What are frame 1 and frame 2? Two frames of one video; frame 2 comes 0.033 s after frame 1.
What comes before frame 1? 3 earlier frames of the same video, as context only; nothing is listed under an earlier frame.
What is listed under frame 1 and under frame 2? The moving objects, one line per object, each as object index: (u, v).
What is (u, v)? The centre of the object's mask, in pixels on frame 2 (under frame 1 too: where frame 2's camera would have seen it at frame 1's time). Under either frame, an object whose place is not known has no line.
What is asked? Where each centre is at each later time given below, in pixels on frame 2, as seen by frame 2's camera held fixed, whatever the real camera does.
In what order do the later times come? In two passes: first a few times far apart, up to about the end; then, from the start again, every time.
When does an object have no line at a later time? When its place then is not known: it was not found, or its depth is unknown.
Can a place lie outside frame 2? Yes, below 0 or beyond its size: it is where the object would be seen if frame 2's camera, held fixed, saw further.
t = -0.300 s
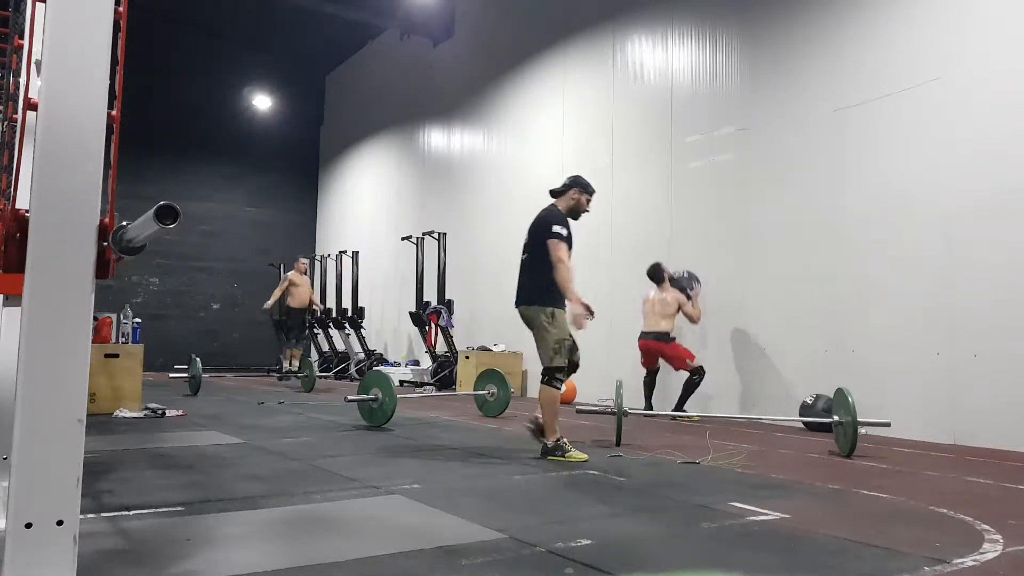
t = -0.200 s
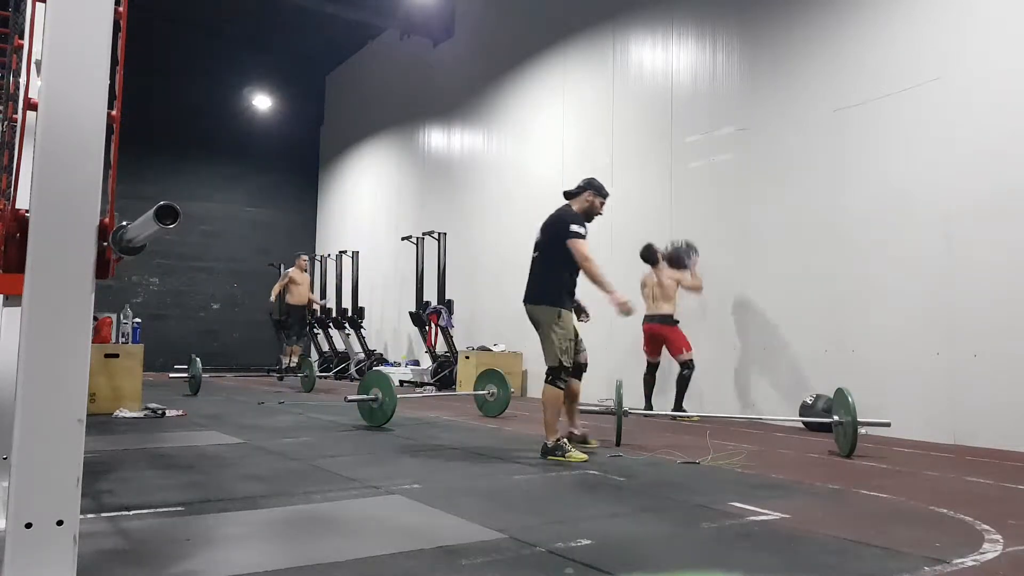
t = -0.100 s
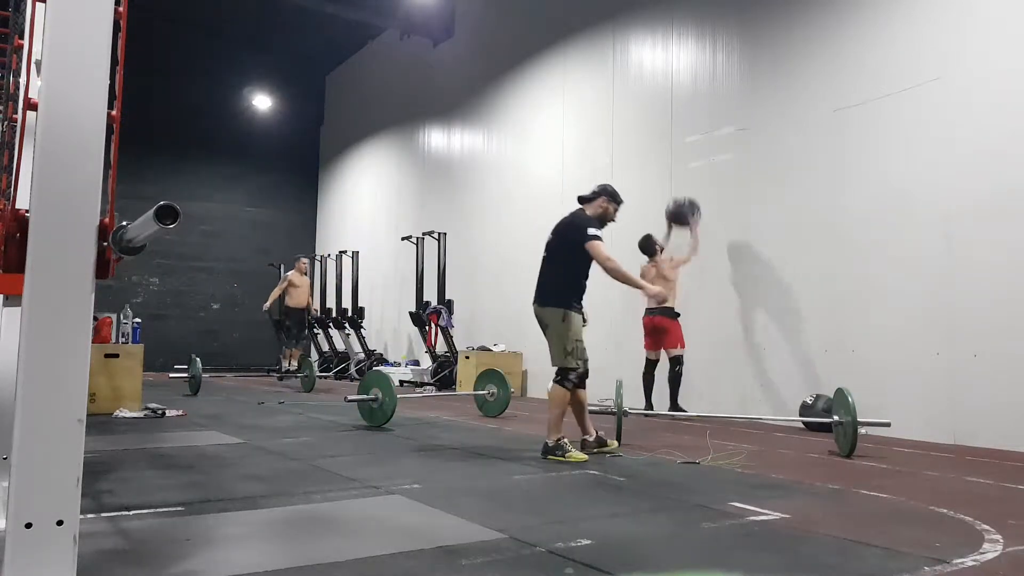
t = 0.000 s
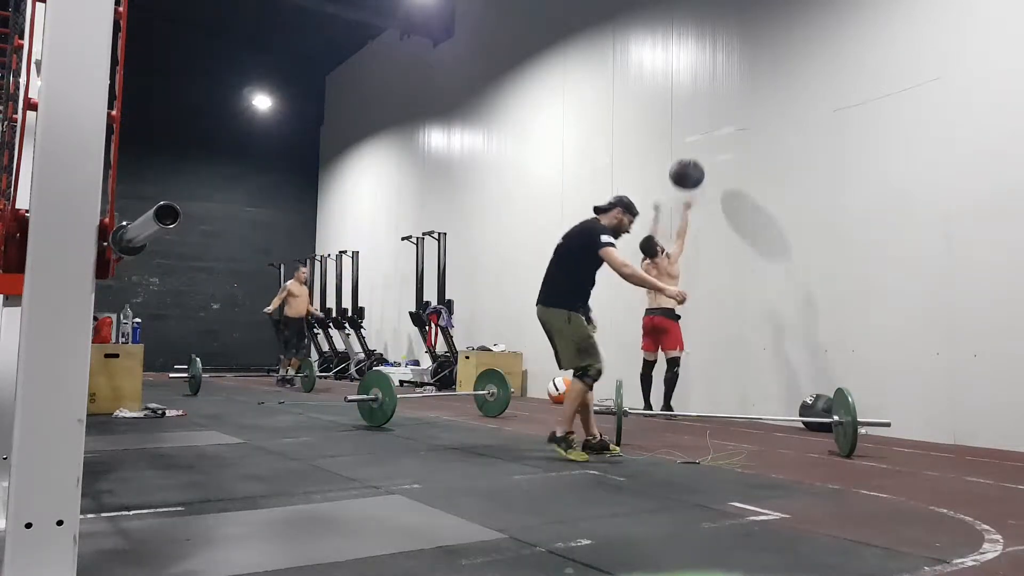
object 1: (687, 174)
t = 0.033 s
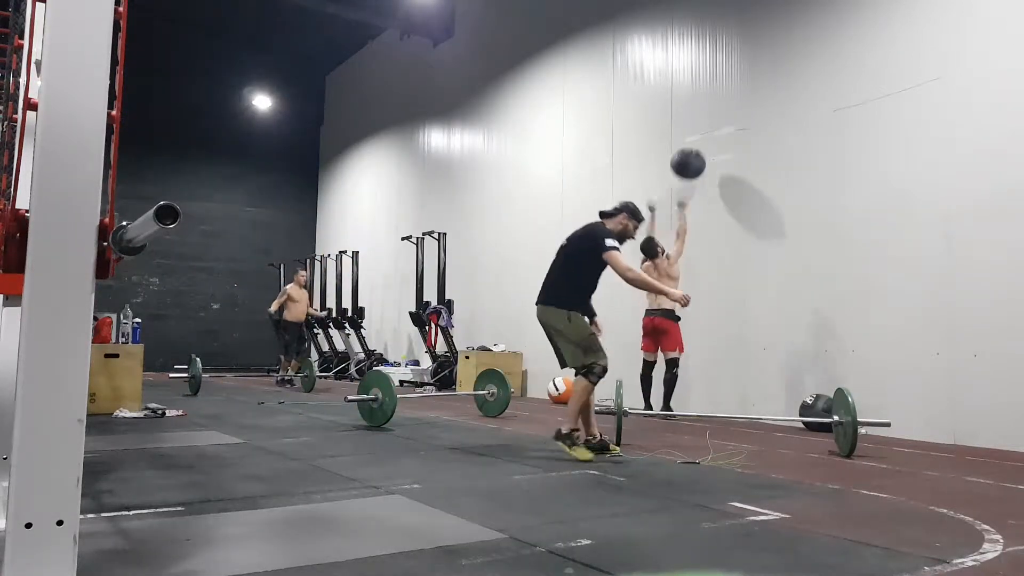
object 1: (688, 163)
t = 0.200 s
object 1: (694, 126)
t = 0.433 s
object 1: (698, 115)
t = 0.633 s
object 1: (694, 140)
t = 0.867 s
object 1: (689, 218)
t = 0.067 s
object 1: (689, 154)
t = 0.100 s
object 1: (691, 146)
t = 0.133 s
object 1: (692, 138)
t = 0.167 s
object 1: (693, 132)
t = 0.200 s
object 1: (694, 126)
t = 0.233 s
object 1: (696, 122)
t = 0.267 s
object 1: (697, 119)
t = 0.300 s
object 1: (698, 116)
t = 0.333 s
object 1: (699, 115)
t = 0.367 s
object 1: (699, 114)
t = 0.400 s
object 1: (698, 114)
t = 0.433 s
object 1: (698, 115)
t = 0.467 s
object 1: (697, 116)
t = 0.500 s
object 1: (696, 119)
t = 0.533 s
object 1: (696, 123)
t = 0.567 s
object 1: (695, 127)
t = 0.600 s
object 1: (694, 133)
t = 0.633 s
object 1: (694, 140)
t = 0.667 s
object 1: (693, 148)
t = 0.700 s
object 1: (692, 157)
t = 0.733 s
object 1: (692, 167)
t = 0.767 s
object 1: (691, 178)
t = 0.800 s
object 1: (690, 190)
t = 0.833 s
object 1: (690, 203)
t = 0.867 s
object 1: (689, 218)
